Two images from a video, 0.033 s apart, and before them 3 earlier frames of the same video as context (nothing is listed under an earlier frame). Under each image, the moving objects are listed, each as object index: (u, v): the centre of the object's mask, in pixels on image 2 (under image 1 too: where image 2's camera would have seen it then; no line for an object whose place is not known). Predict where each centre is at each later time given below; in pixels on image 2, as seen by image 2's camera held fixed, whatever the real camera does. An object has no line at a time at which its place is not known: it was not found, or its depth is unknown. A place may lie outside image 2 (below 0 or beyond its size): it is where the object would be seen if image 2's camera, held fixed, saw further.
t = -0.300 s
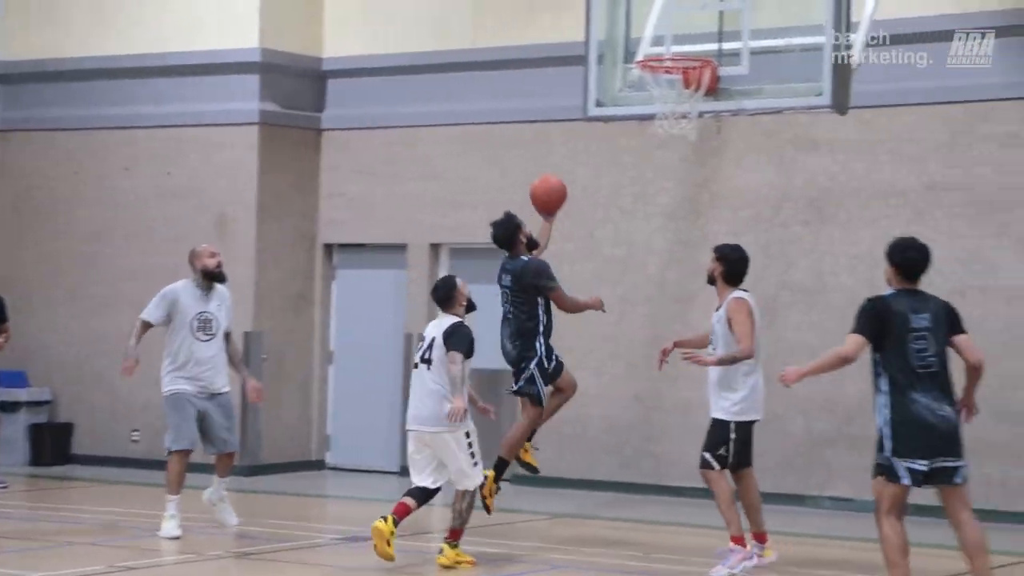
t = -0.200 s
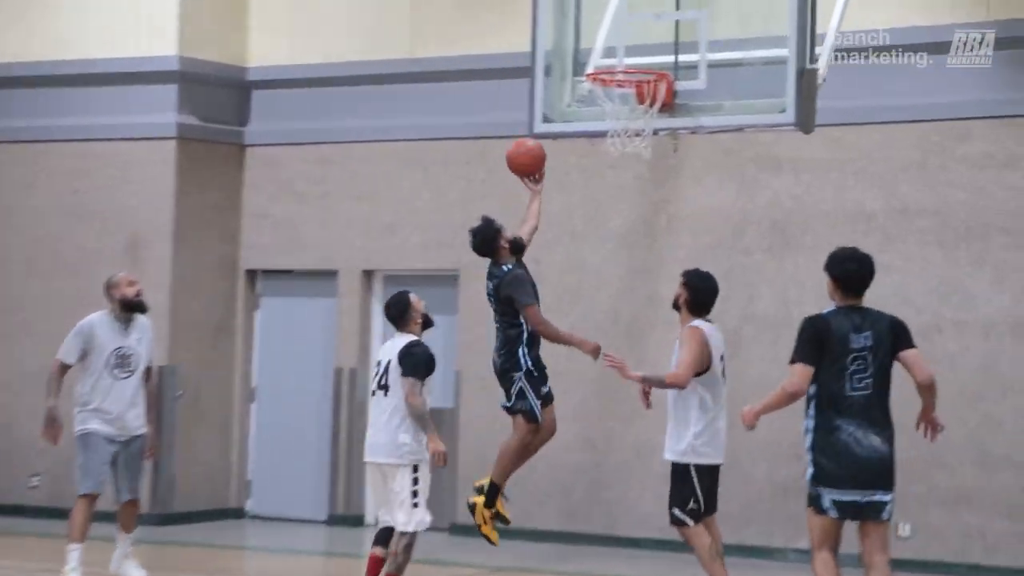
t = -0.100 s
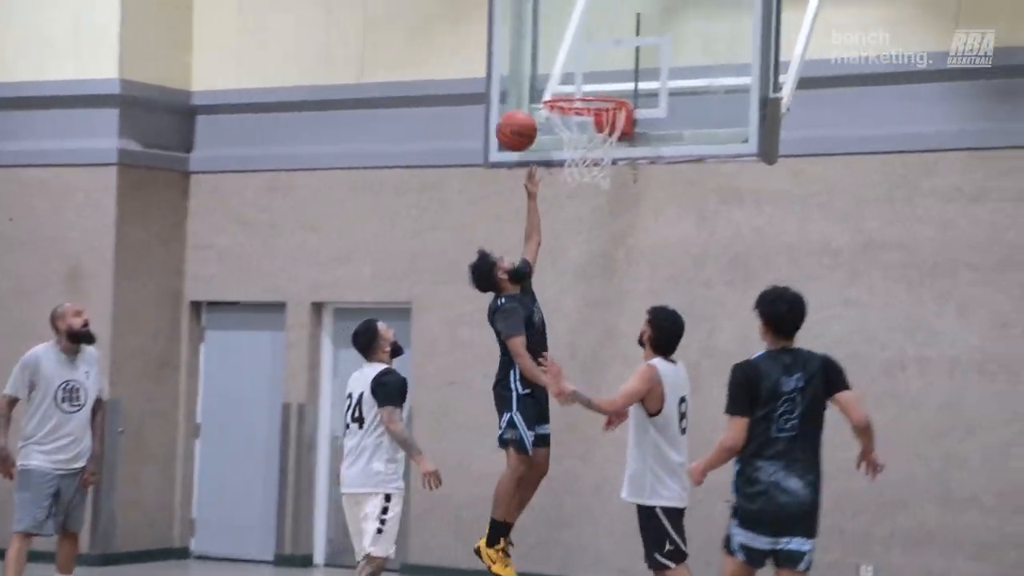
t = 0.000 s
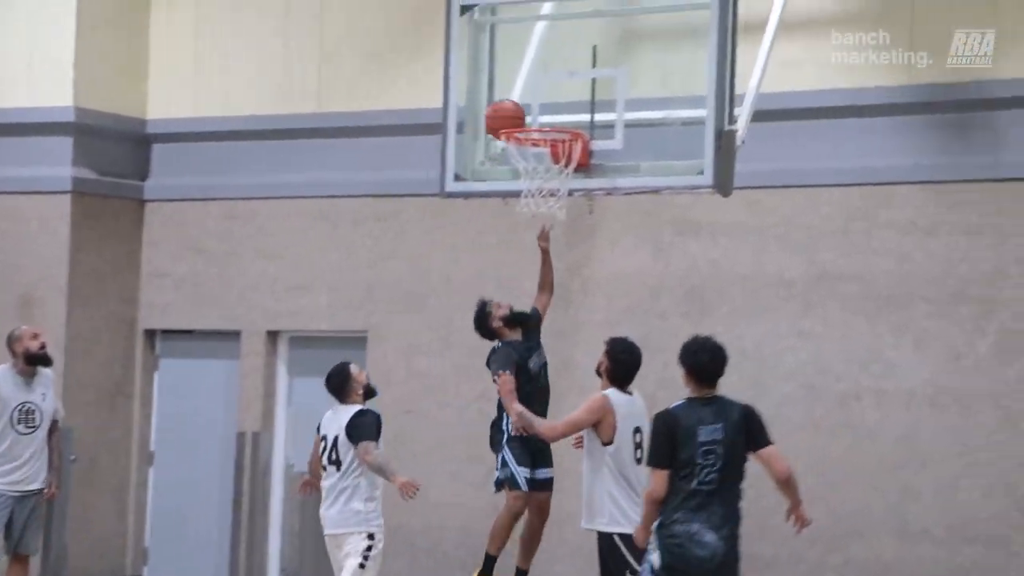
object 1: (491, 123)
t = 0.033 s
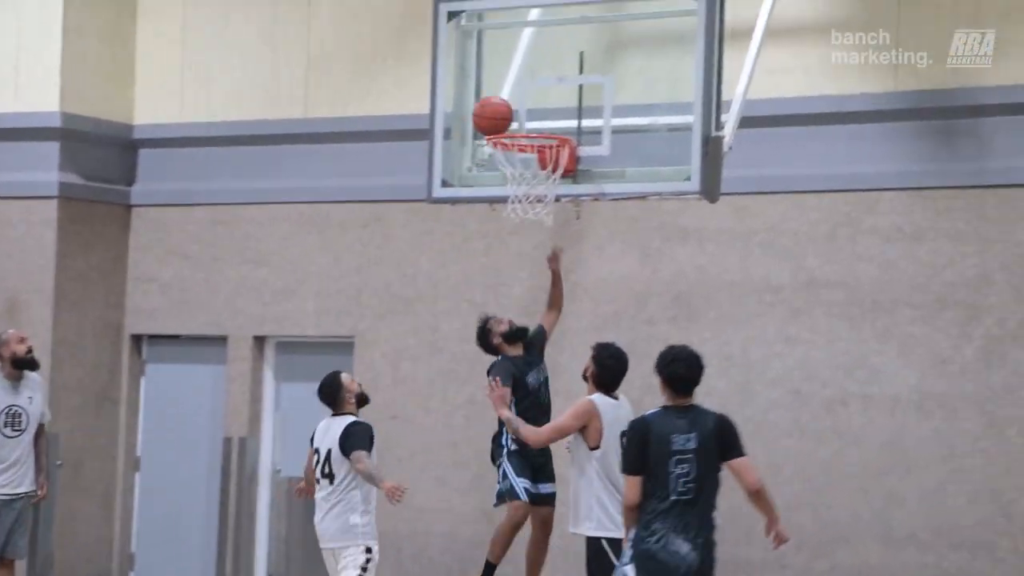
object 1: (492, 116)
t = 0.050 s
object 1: (493, 112)
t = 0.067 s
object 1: (493, 108)
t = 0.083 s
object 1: (493, 105)
